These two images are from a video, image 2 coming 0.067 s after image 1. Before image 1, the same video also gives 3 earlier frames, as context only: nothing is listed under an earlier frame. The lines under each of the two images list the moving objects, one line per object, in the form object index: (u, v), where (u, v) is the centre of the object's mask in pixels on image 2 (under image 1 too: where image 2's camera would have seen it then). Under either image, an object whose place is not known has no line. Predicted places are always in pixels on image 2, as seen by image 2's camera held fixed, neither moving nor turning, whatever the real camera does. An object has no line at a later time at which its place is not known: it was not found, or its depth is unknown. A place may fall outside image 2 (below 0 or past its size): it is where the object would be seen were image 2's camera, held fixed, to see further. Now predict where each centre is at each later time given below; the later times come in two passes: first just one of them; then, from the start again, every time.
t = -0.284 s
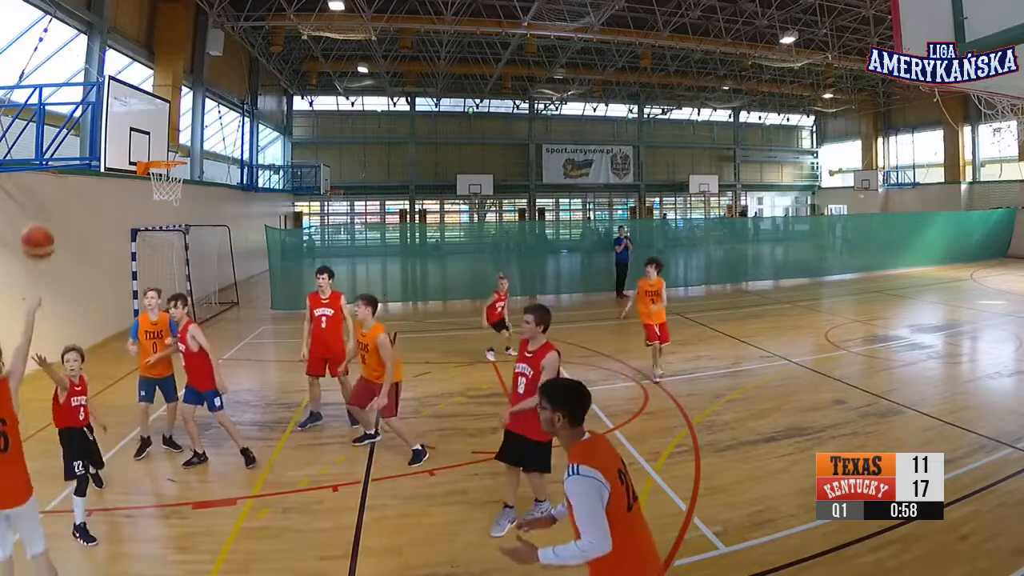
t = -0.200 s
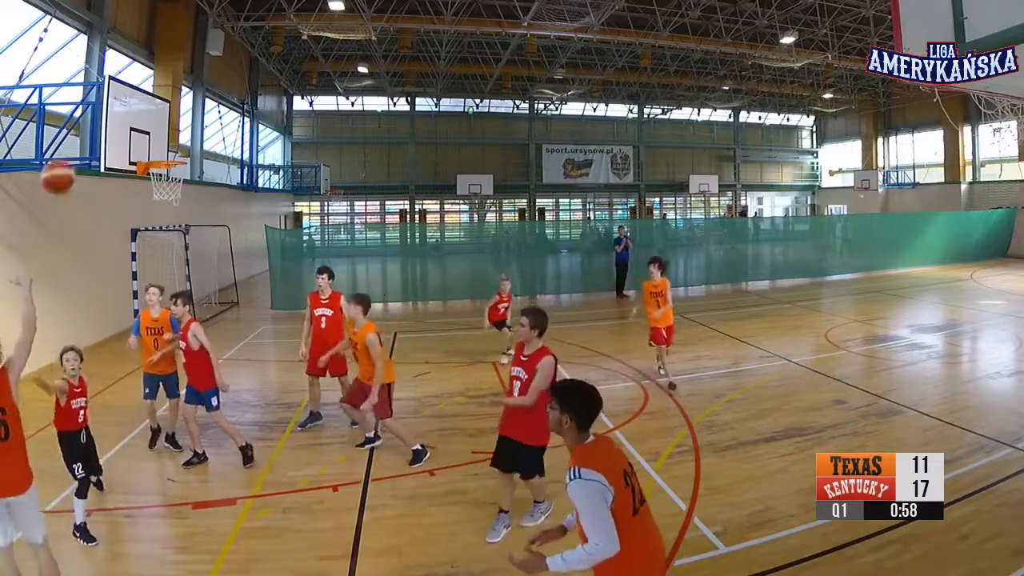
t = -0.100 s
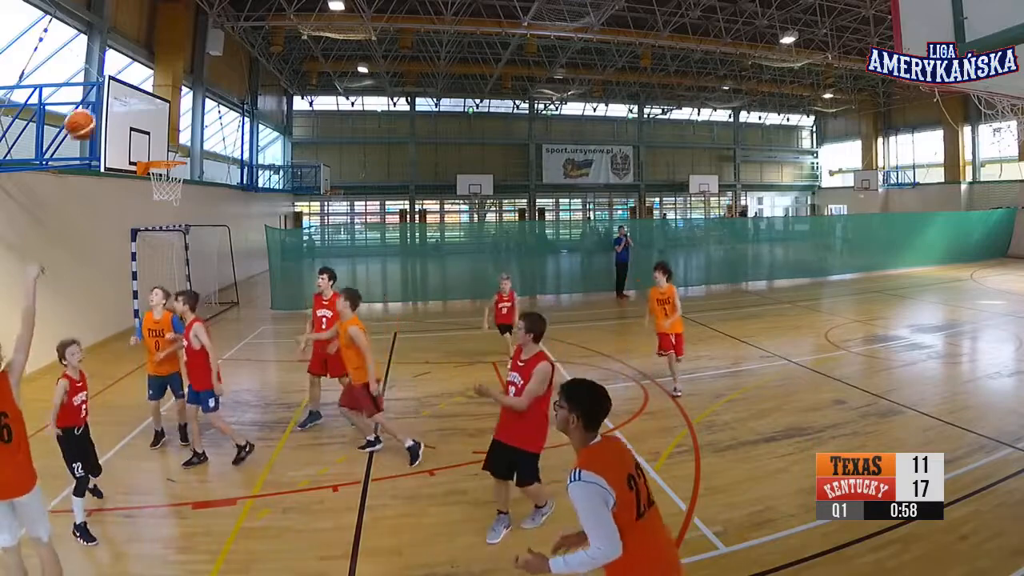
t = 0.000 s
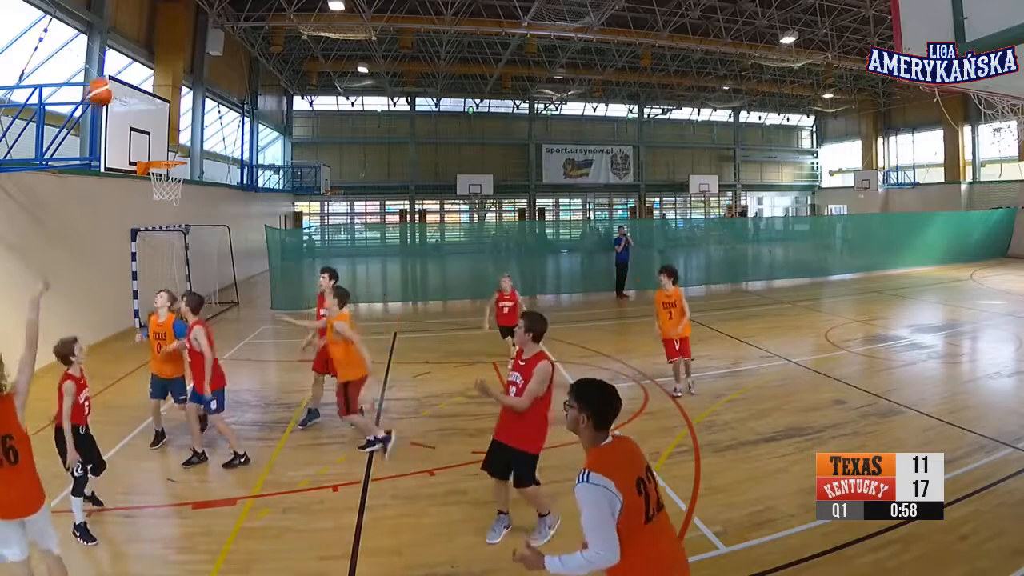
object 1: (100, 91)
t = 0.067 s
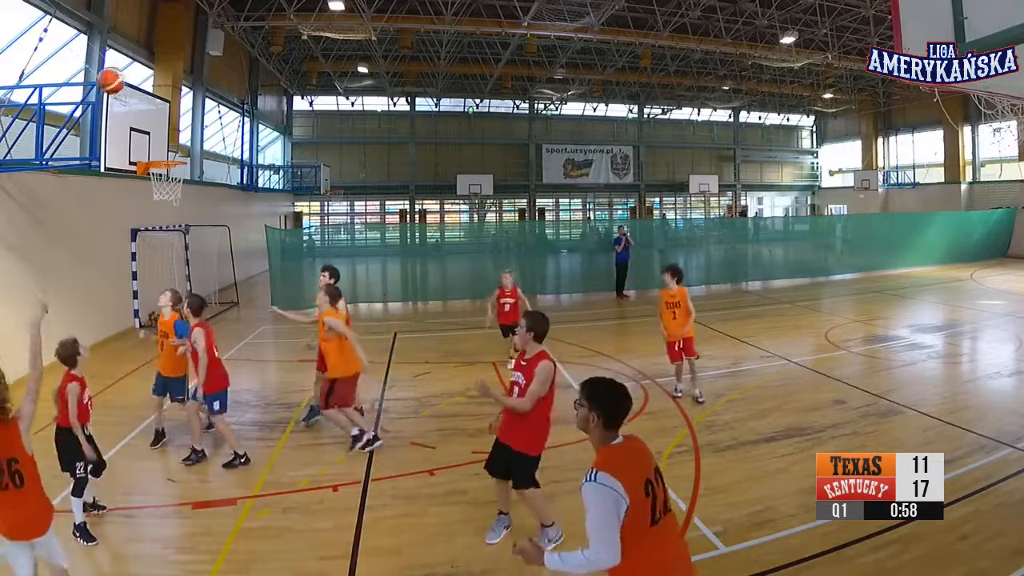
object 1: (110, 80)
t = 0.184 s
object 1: (128, 73)
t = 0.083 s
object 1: (114, 78)
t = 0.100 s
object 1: (116, 76)
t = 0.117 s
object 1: (119, 75)
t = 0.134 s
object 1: (121, 74)
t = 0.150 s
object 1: (123, 73)
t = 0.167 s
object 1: (126, 72)
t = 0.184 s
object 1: (128, 73)
